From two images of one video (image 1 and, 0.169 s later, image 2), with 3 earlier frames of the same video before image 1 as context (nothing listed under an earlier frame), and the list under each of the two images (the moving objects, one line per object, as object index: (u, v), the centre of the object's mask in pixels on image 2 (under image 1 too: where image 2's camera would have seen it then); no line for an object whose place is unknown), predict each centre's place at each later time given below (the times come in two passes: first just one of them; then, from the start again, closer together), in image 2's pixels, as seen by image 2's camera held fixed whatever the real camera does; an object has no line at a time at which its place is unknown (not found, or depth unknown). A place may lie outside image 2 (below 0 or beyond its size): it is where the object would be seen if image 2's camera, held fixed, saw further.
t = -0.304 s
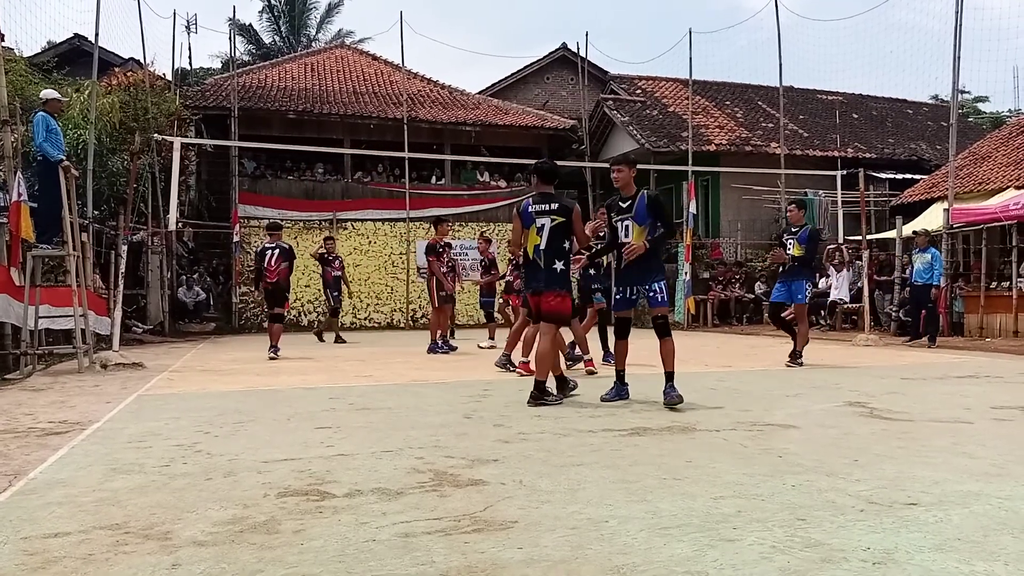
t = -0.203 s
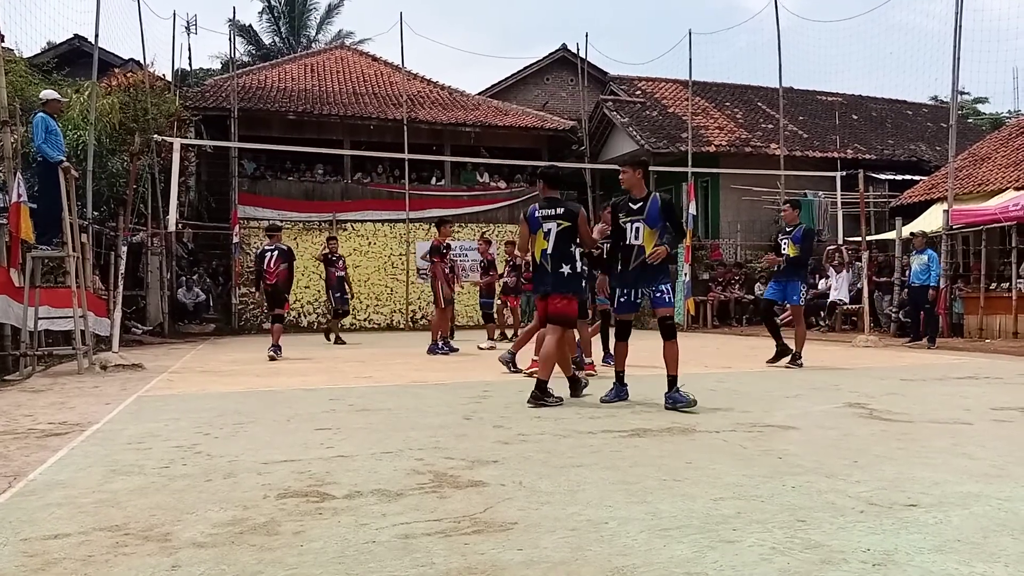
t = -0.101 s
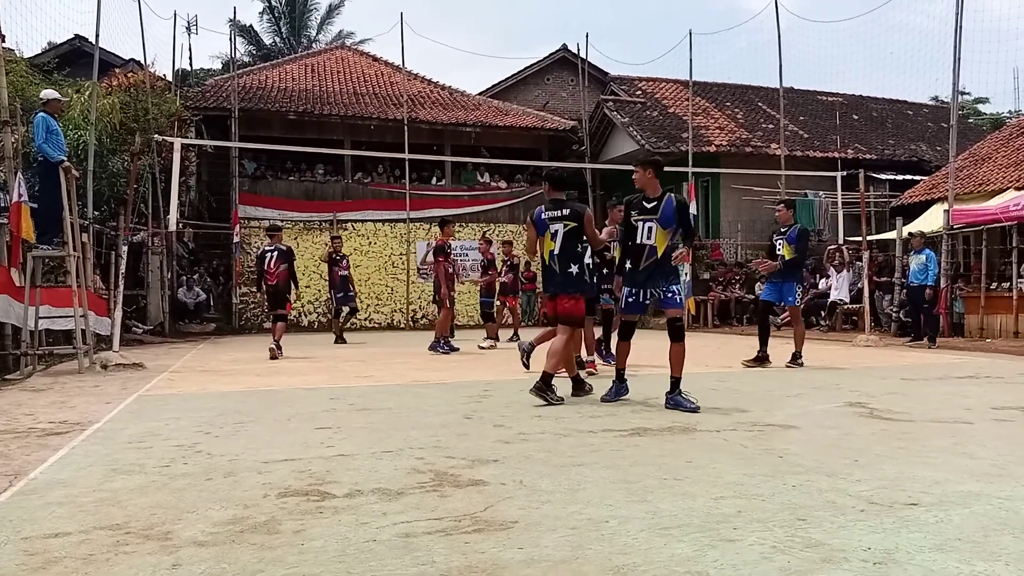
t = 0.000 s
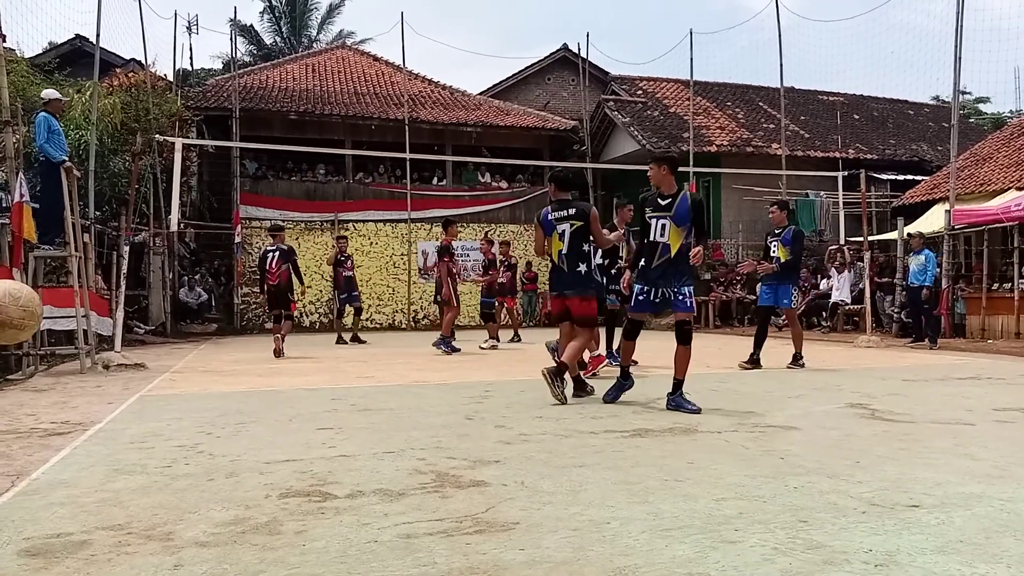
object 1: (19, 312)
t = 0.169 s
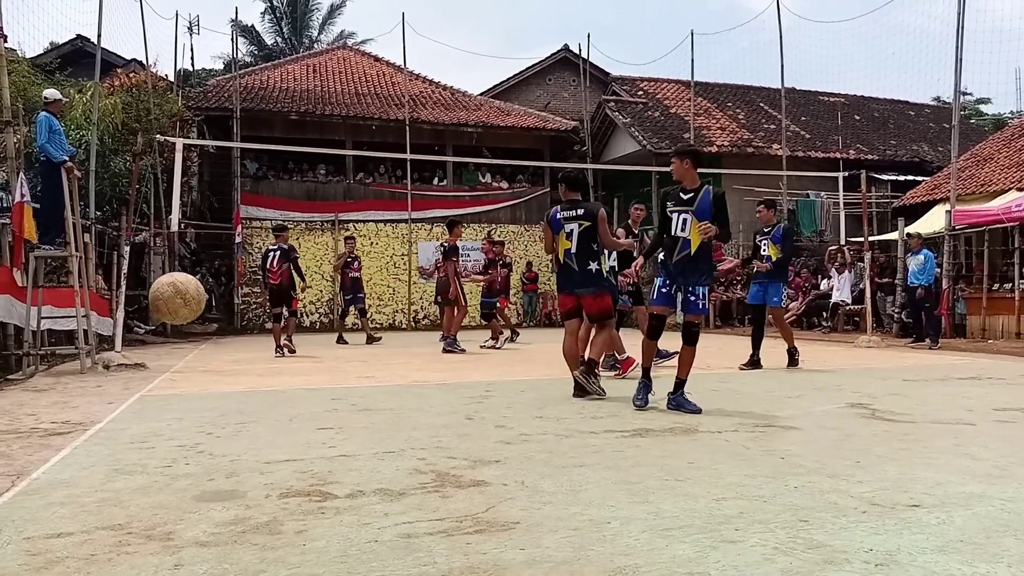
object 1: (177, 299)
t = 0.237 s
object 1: (228, 313)
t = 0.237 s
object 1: (228, 313)
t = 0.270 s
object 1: (251, 323)
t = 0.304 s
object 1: (272, 335)
